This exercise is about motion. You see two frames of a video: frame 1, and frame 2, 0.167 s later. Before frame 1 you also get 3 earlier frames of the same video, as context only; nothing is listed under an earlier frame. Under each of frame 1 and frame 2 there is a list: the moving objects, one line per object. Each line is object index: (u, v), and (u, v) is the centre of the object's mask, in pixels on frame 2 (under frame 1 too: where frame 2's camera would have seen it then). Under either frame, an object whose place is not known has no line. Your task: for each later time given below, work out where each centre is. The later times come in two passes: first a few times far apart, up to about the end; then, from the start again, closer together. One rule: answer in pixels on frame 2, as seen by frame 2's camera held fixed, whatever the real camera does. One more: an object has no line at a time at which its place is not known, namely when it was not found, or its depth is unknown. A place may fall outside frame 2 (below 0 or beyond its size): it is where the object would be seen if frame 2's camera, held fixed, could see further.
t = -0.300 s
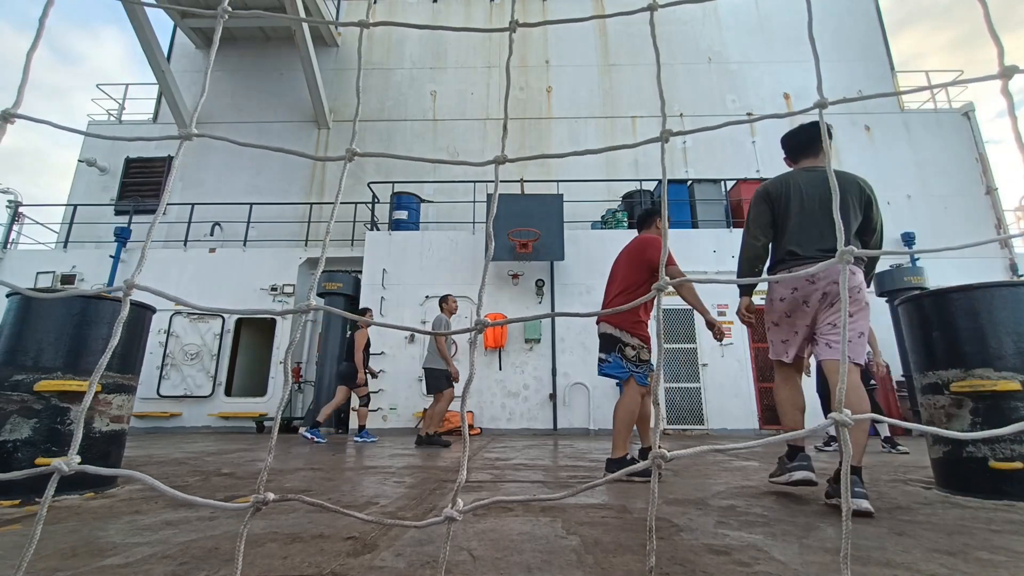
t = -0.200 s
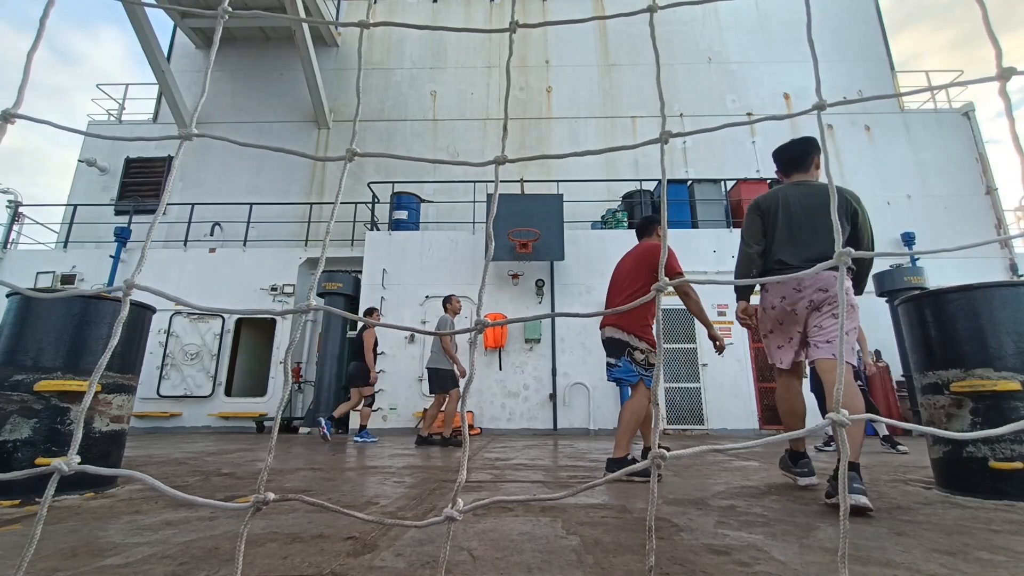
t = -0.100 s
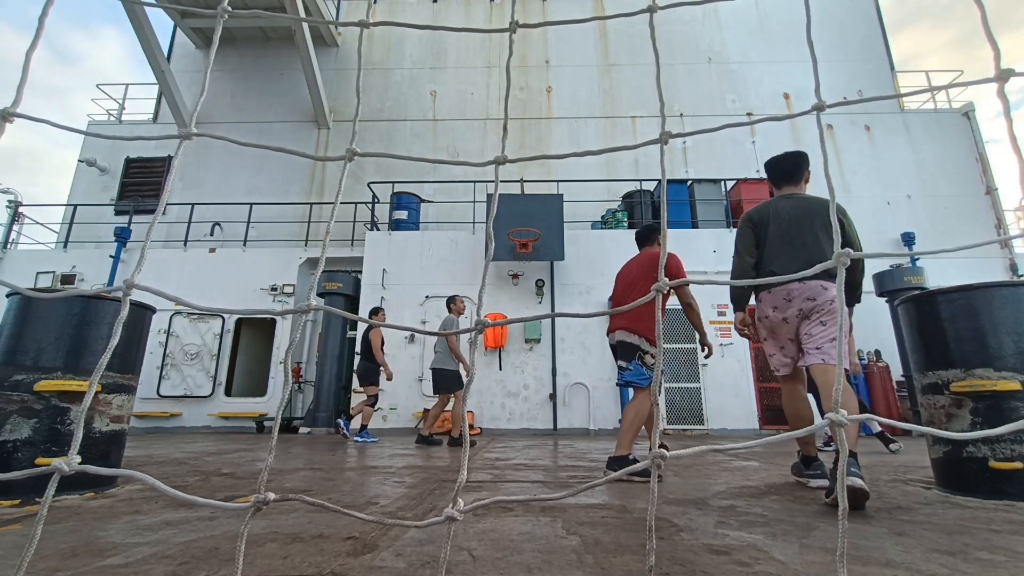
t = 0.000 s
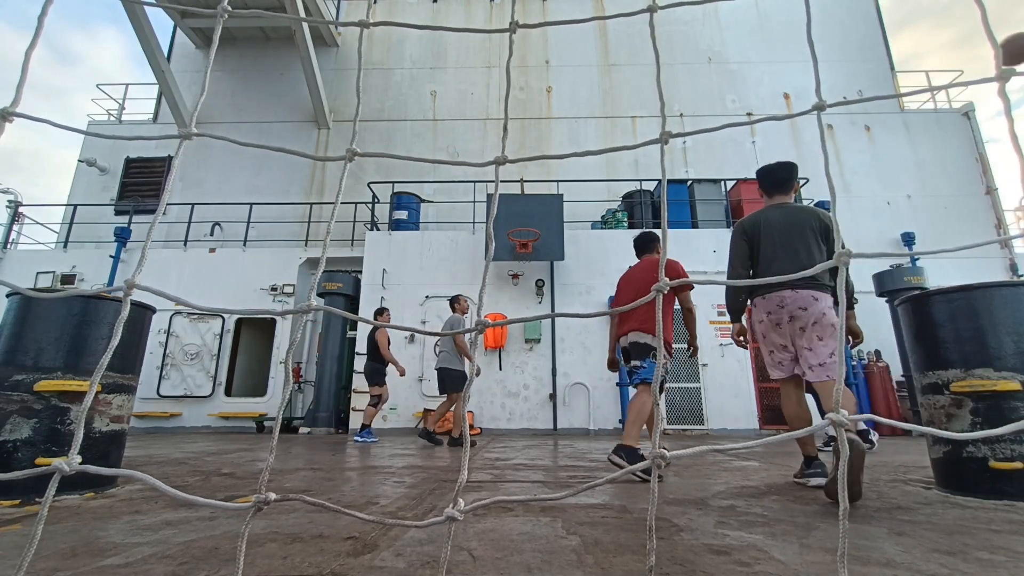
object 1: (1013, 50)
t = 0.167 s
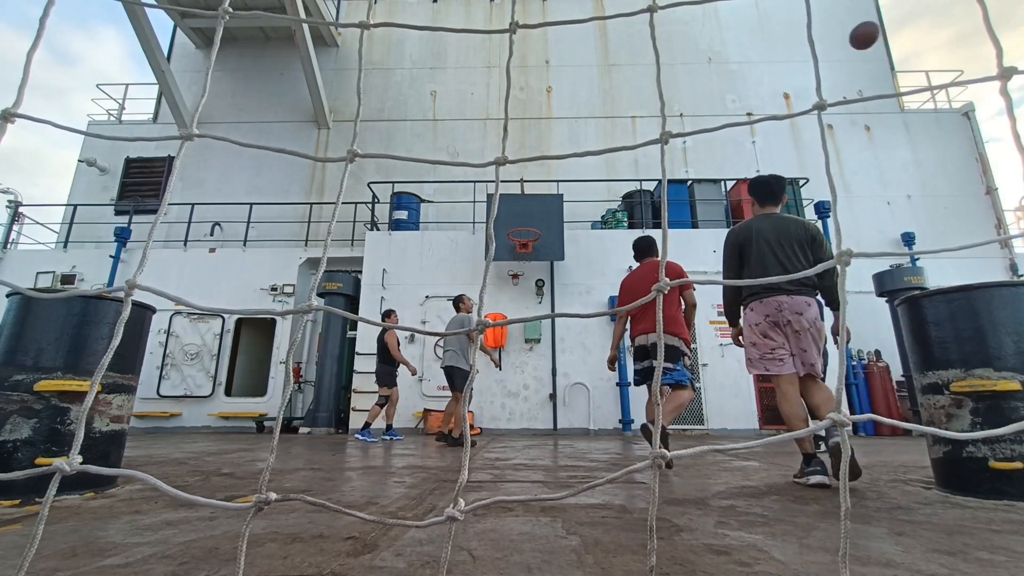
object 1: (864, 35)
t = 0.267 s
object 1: (797, 40)
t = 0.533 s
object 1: (672, 84)
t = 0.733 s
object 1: (603, 139)
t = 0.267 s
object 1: (797, 40)
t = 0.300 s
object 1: (779, 43)
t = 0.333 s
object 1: (761, 47)
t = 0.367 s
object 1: (744, 52)
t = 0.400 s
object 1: (728, 57)
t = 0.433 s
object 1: (713, 63)
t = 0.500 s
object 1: (684, 77)
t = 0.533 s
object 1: (672, 84)
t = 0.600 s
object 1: (647, 101)
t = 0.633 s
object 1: (635, 110)
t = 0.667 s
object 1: (624, 119)
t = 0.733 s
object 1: (603, 139)
